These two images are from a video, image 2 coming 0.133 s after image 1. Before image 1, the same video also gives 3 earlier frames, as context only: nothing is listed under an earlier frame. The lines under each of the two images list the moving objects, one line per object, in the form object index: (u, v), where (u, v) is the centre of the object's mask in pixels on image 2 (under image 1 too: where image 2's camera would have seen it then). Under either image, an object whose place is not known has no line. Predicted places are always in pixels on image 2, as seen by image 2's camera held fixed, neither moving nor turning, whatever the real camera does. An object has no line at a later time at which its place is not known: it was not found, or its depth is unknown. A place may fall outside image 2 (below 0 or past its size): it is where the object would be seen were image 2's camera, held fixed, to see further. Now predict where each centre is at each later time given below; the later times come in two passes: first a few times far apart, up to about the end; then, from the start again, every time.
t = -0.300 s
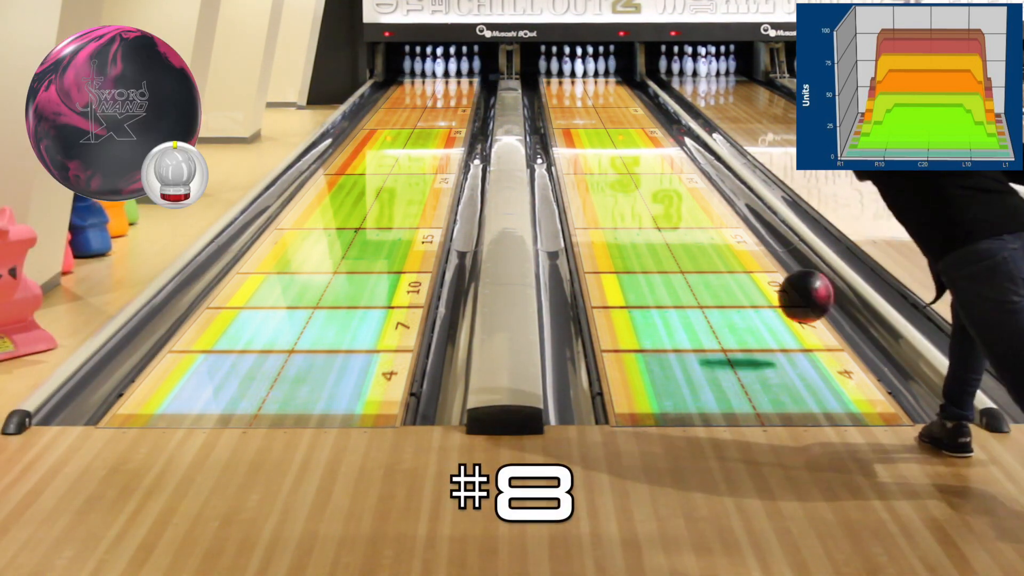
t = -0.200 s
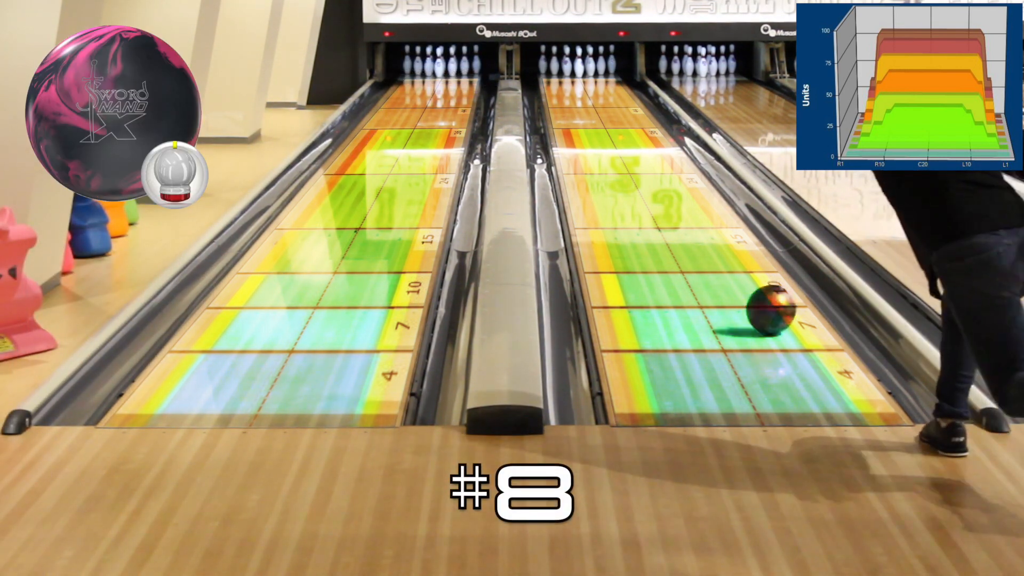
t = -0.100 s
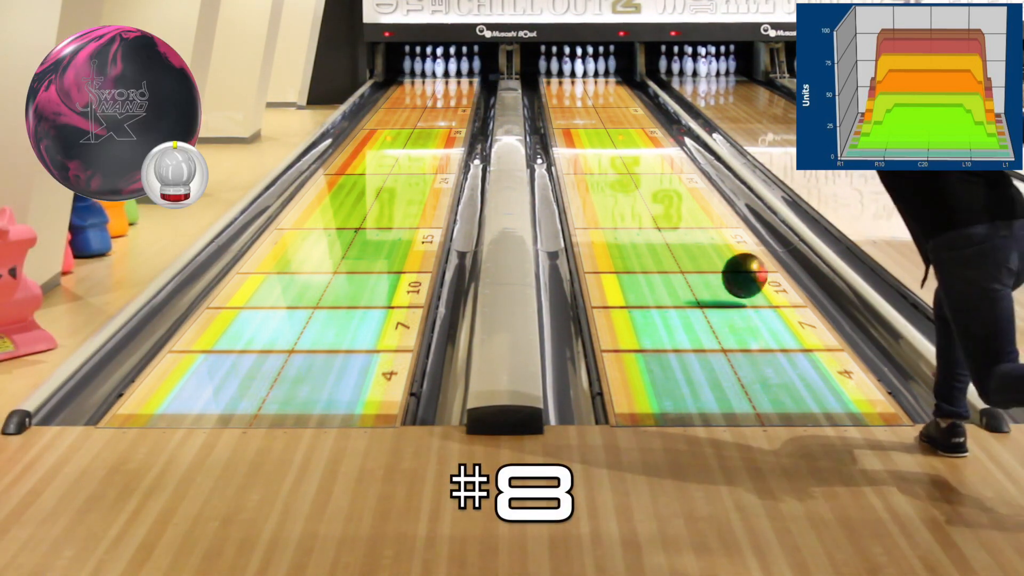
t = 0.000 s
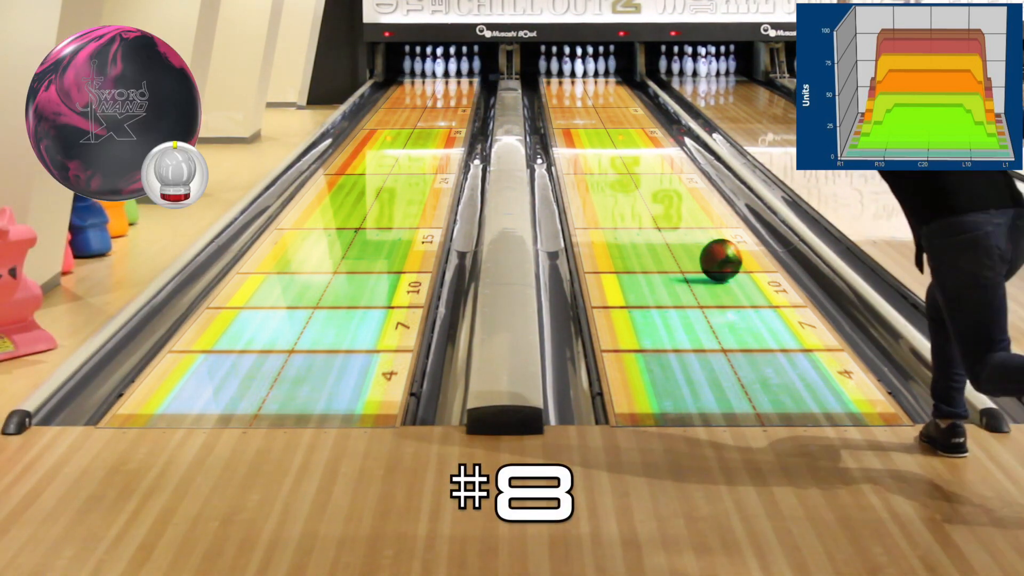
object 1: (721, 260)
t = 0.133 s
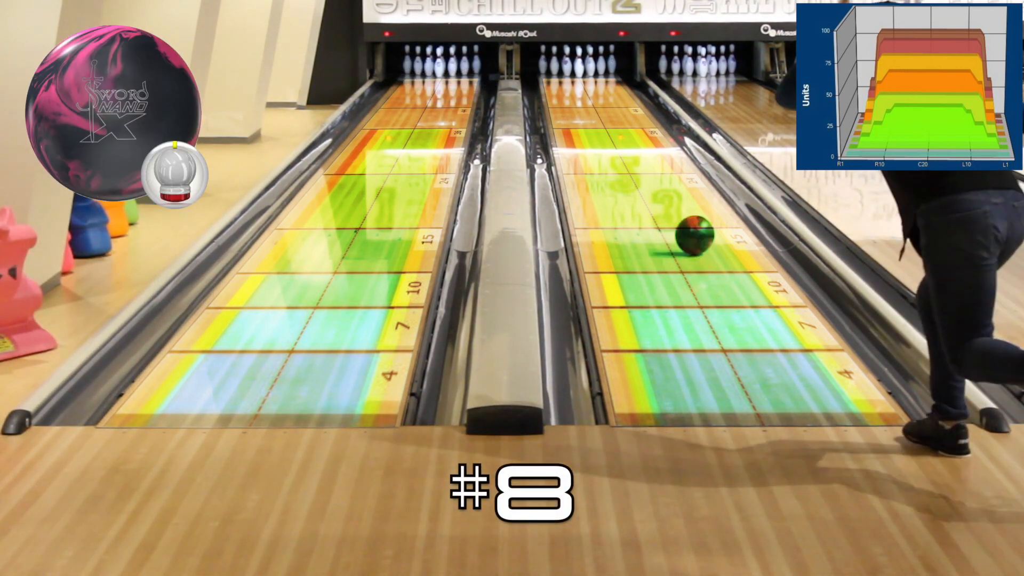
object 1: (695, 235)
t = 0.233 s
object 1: (678, 219)
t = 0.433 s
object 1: (650, 190)
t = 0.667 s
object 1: (625, 164)
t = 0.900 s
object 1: (606, 144)
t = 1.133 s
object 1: (591, 127)
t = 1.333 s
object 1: (580, 115)
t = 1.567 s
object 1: (571, 102)
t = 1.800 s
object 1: (564, 92)
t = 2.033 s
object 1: (564, 83)
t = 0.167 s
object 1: (689, 229)
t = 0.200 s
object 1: (683, 224)
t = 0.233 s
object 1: (678, 219)
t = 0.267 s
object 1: (673, 213)
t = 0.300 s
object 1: (668, 209)
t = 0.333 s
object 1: (663, 204)
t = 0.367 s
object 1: (659, 200)
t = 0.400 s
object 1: (654, 195)
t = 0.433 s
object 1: (650, 190)
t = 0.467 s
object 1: (646, 187)
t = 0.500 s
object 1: (642, 182)
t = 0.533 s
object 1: (639, 179)
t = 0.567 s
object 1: (635, 175)
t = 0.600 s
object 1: (632, 171)
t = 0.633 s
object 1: (629, 168)
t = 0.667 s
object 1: (625, 164)
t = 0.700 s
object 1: (622, 161)
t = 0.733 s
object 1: (619, 158)
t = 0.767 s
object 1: (617, 155)
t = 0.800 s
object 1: (614, 152)
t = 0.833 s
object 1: (611, 149)
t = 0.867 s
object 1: (609, 146)
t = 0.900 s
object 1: (606, 144)
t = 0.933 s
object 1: (604, 141)
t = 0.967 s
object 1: (601, 139)
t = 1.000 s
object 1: (599, 136)
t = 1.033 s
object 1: (597, 134)
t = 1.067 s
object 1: (595, 132)
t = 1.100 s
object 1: (593, 129)
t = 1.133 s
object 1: (591, 127)
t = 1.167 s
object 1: (589, 125)
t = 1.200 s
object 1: (587, 122)
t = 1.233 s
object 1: (585, 120)
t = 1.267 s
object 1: (584, 118)
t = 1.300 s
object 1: (582, 117)
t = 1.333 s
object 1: (580, 115)
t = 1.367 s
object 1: (579, 113)
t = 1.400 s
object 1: (577, 111)
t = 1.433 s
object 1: (576, 109)
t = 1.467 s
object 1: (574, 107)
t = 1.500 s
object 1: (573, 106)
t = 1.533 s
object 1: (572, 104)
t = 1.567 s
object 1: (571, 102)
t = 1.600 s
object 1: (570, 101)
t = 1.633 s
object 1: (569, 99)
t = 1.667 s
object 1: (567, 98)
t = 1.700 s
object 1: (567, 96)
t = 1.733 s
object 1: (566, 95)
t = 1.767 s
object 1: (565, 93)
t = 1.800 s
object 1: (564, 92)
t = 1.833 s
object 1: (564, 91)
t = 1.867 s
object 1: (564, 89)
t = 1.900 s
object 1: (563, 88)
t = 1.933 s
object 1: (563, 87)
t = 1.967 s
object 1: (564, 86)
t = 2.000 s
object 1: (564, 85)
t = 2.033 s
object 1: (564, 83)
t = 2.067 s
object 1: (564, 83)
